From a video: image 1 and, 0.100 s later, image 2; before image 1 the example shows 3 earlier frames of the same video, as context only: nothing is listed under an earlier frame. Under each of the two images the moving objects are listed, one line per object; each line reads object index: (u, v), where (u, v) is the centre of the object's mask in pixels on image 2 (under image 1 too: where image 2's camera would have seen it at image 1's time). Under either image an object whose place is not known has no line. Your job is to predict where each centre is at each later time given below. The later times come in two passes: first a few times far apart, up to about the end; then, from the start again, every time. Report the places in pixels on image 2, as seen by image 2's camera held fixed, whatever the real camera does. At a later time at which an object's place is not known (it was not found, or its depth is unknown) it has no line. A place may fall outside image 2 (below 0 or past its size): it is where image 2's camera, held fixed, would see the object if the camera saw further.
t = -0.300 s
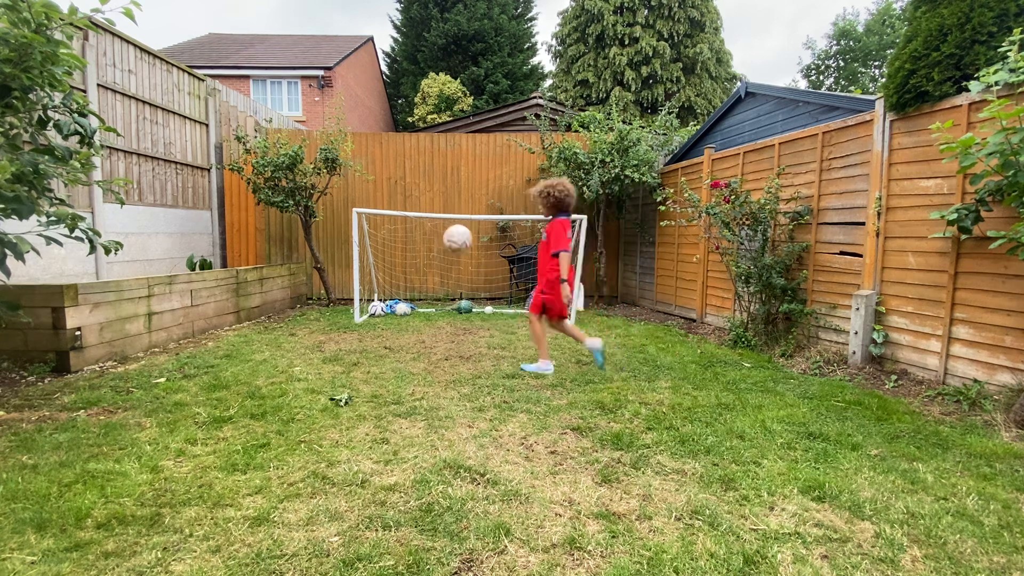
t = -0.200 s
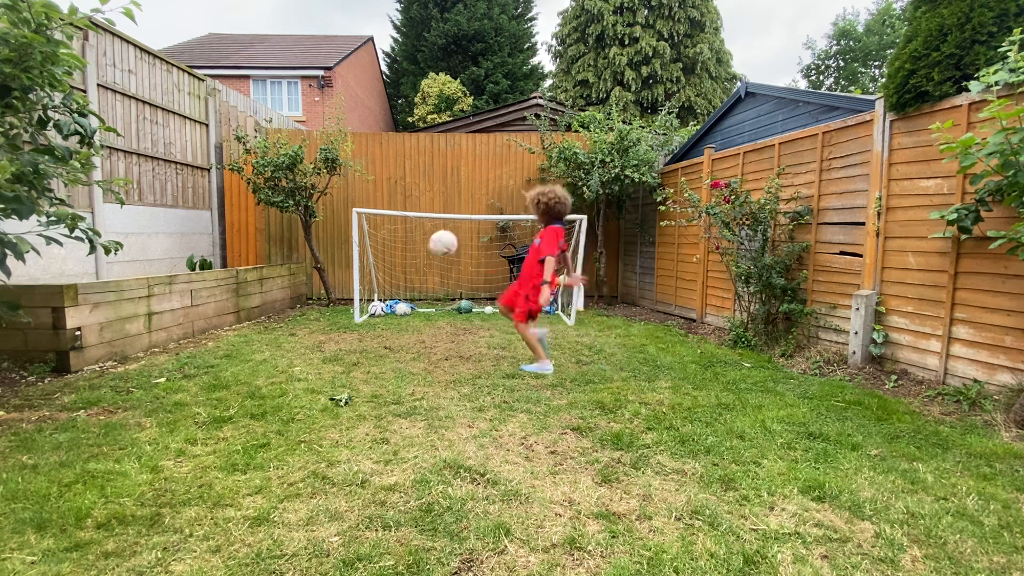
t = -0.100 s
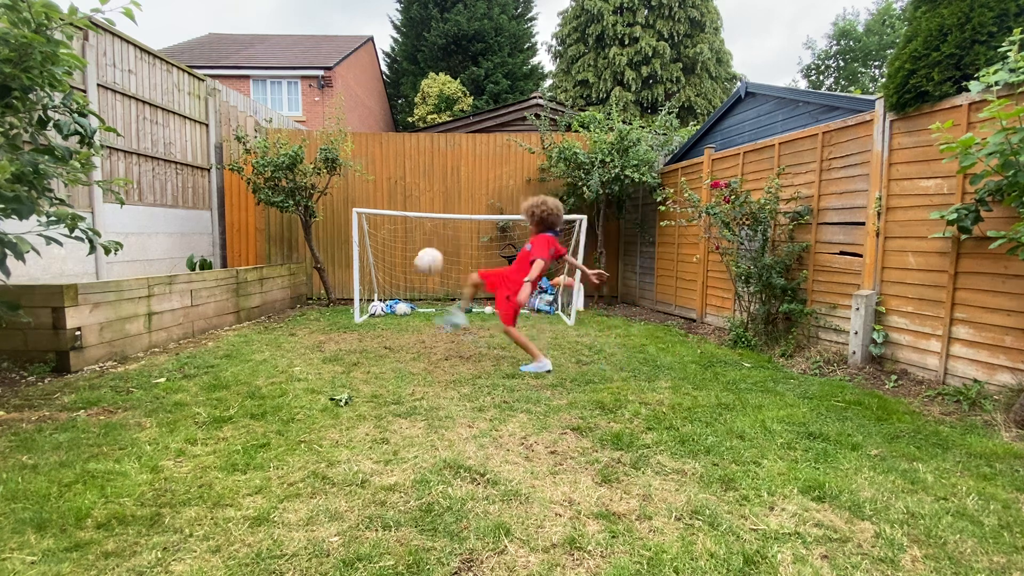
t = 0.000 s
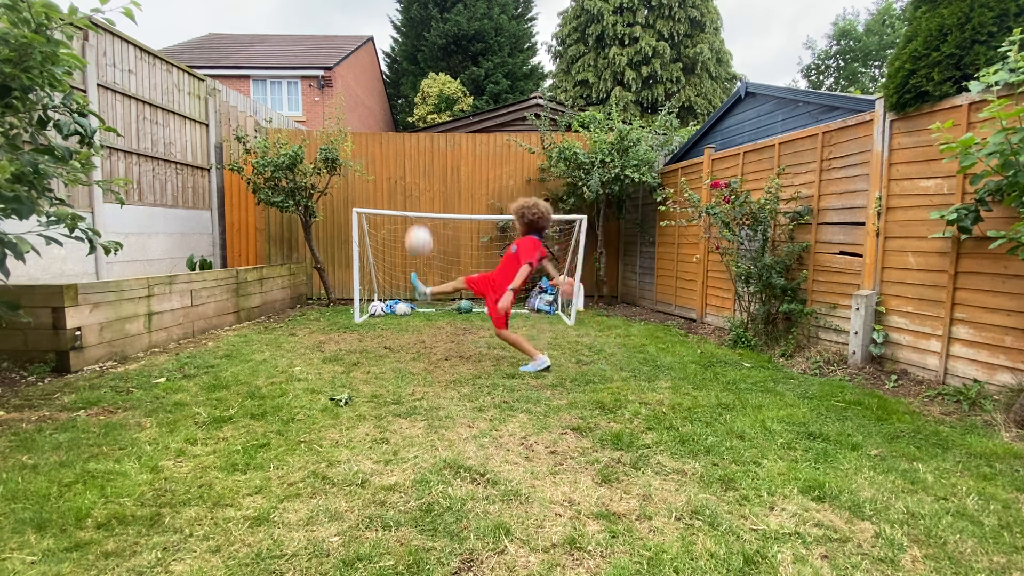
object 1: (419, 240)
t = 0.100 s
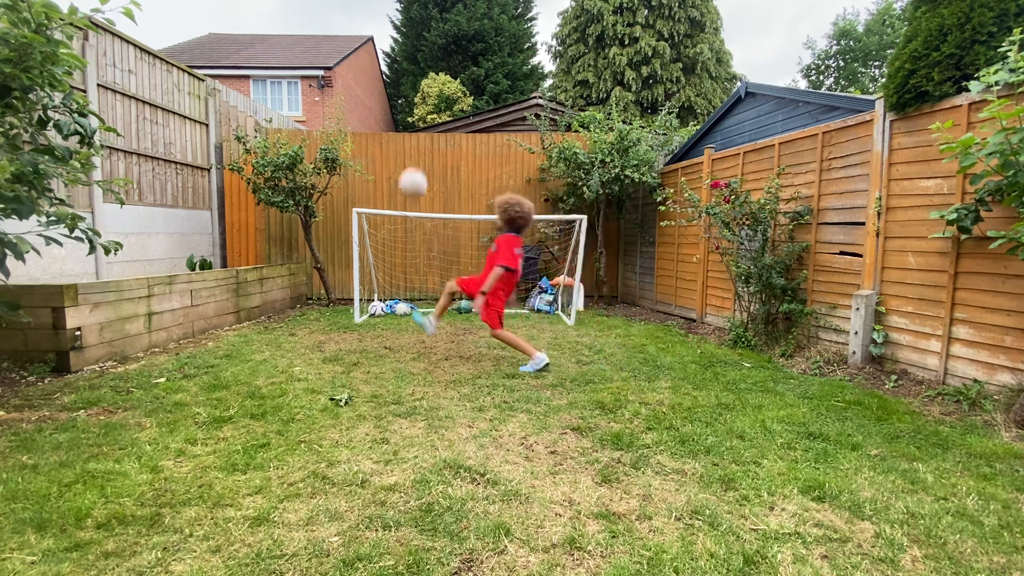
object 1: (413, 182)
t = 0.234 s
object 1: (405, 123)
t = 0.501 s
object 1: (392, 77)
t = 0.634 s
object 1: (386, 87)
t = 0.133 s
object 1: (411, 166)
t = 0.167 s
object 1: (409, 151)
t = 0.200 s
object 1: (407, 137)
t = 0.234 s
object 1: (405, 123)
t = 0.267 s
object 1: (403, 114)
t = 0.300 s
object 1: (402, 105)
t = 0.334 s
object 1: (400, 96)
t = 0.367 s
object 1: (398, 90)
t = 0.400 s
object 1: (396, 84)
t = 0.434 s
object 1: (395, 80)
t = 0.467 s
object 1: (393, 78)
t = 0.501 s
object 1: (392, 77)
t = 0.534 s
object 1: (390, 77)
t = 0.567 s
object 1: (389, 78)
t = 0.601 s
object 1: (387, 82)
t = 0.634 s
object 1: (386, 87)
